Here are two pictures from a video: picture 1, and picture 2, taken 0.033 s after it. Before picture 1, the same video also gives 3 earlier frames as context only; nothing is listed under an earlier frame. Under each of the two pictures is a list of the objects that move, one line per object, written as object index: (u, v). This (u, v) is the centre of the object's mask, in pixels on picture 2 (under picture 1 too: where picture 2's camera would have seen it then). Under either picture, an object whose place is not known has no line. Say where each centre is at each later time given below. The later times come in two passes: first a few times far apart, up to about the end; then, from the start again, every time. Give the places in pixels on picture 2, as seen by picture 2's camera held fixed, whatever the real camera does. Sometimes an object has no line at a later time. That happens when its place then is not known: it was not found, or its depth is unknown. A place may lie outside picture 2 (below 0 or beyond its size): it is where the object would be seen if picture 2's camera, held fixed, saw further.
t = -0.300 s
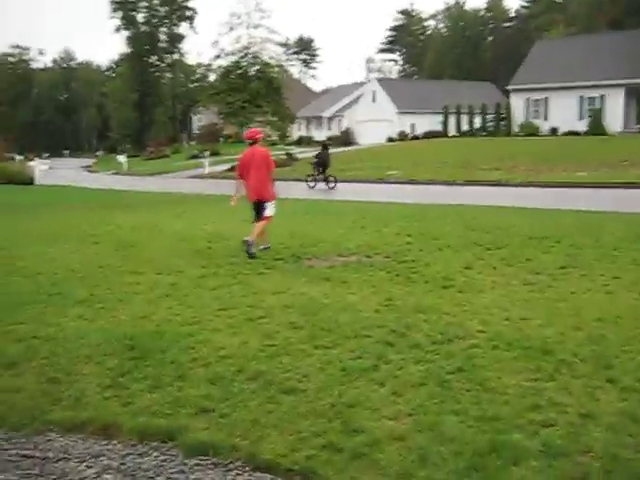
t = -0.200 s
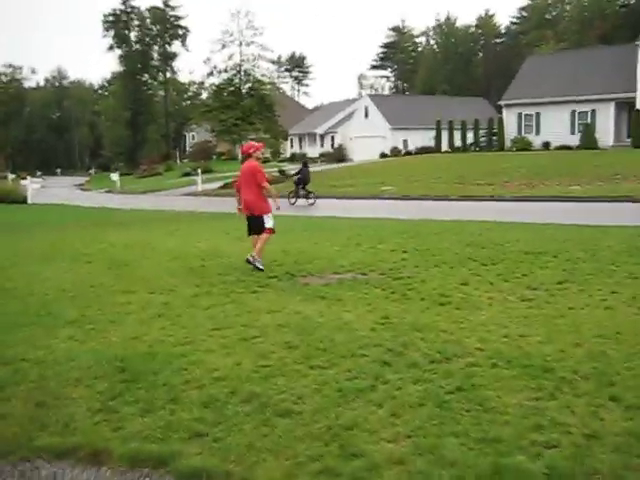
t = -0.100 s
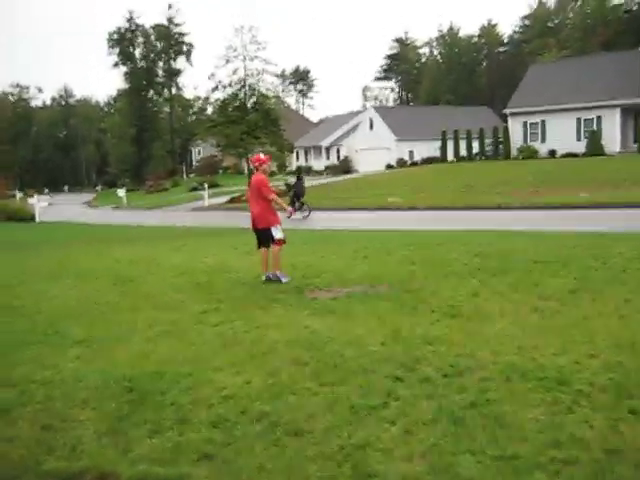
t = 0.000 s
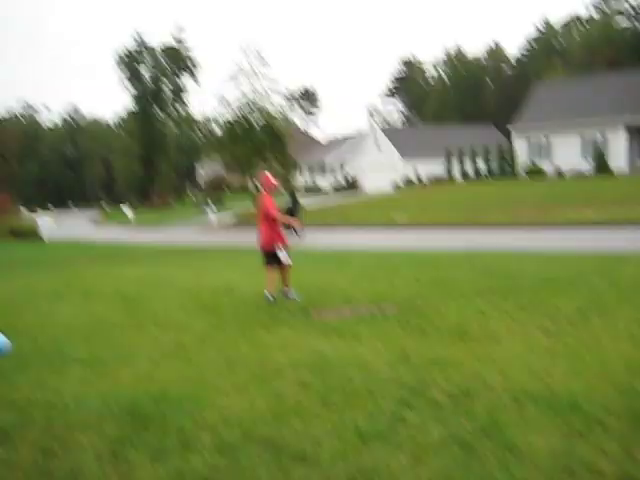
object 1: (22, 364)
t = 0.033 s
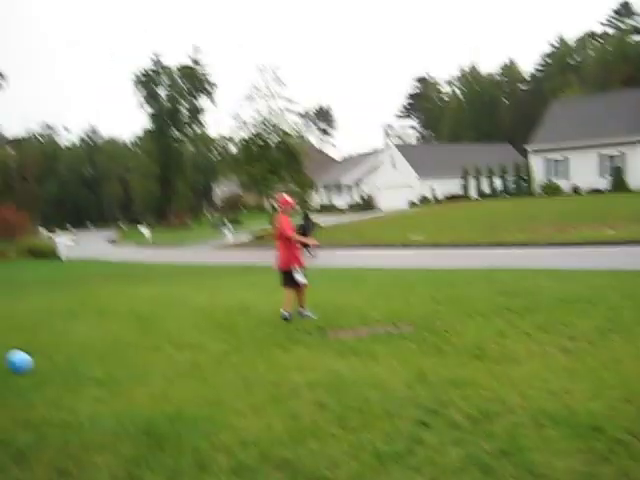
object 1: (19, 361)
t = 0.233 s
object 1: (49, 360)
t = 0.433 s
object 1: (73, 358)
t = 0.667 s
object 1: (96, 357)
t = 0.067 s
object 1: (25, 360)
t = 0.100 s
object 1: (29, 359)
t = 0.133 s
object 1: (34, 360)
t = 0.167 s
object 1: (39, 359)
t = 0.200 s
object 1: (44, 360)
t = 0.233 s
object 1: (49, 360)
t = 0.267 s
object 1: (53, 360)
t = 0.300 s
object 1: (58, 359)
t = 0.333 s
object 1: (63, 359)
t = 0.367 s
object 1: (67, 358)
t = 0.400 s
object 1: (71, 357)
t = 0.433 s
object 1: (73, 358)
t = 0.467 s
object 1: (78, 357)
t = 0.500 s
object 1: (80, 356)
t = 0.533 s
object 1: (84, 356)
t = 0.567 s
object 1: (87, 356)
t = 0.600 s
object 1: (90, 357)
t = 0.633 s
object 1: (93, 358)
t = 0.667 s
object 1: (96, 357)
